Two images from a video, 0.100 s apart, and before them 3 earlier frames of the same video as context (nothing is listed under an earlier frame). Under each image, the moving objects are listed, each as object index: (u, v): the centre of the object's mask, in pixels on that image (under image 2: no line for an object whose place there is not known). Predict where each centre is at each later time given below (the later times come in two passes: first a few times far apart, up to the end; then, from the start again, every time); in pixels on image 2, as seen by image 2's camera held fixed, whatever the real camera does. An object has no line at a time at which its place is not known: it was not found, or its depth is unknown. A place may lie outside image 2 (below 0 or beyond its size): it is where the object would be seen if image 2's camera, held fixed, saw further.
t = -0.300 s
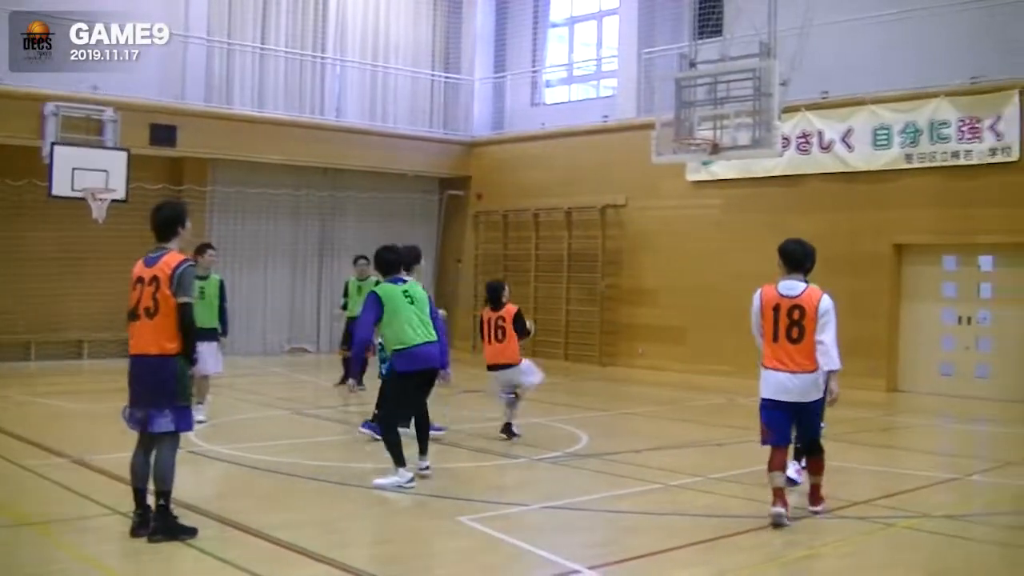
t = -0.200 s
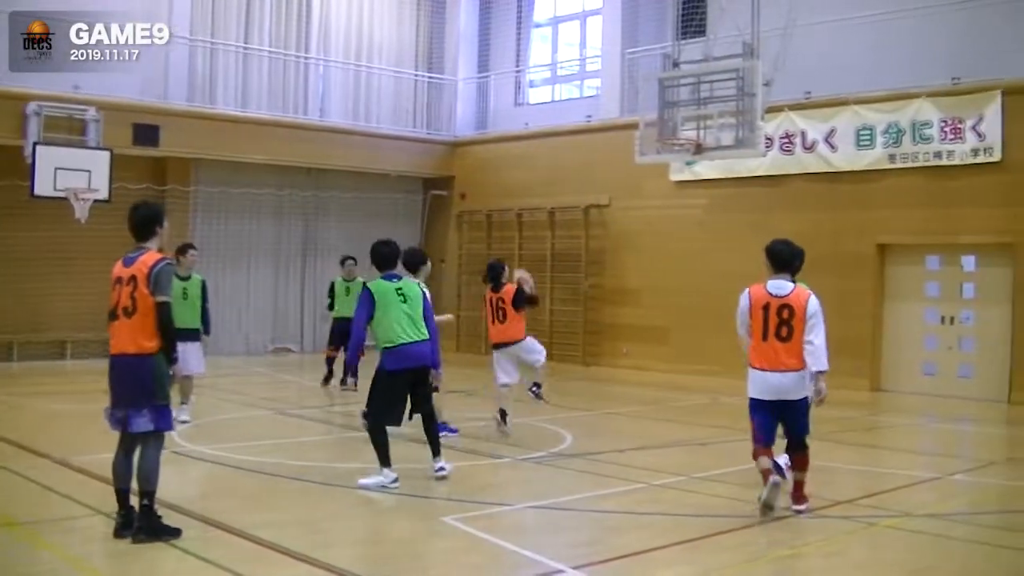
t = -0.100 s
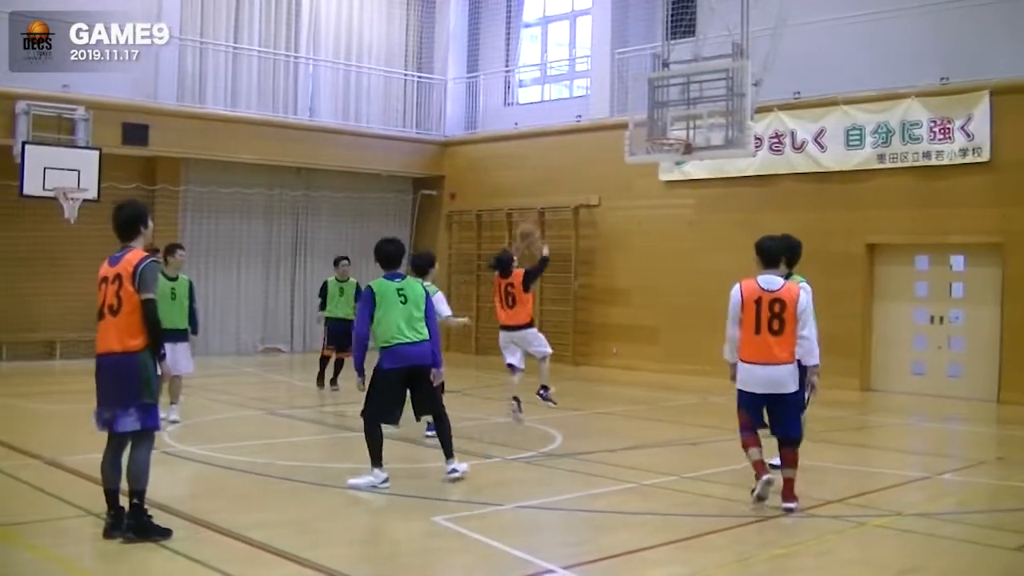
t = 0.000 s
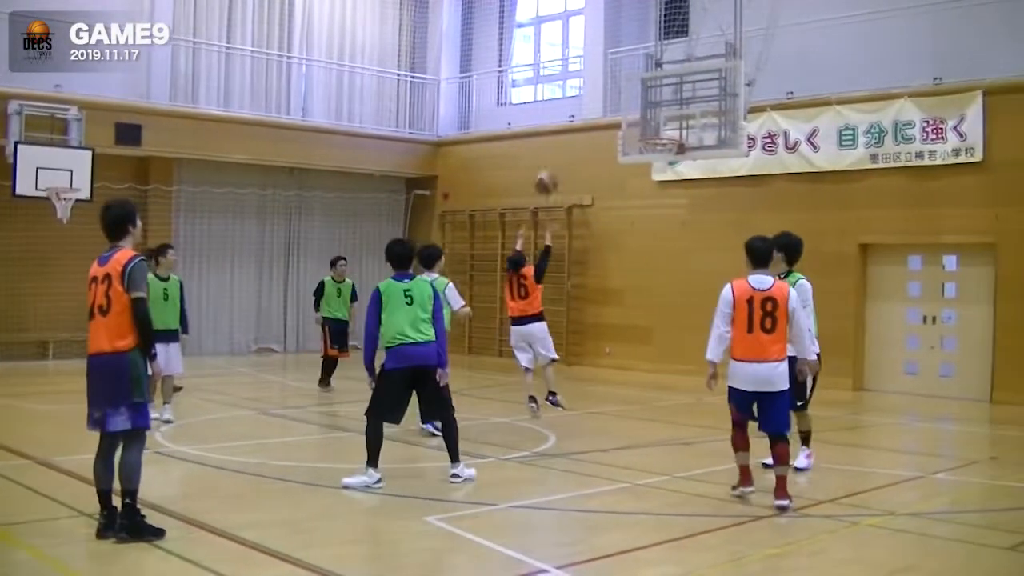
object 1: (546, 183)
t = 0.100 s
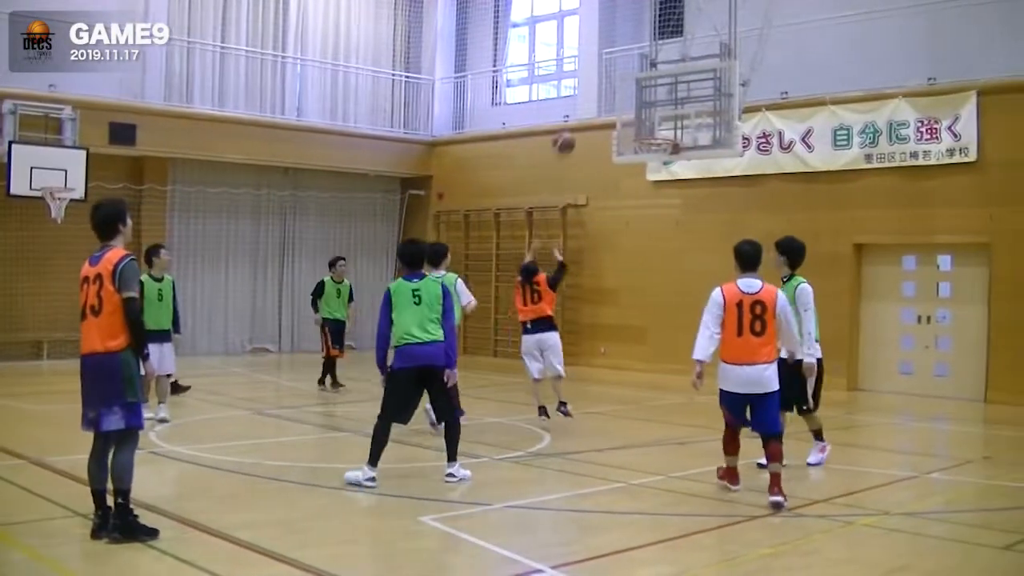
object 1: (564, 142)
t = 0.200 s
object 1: (585, 117)
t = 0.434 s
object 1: (630, 92)
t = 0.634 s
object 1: (664, 110)
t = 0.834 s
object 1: (649, 139)
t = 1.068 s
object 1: (646, 155)
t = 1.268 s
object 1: (650, 162)
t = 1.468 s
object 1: (663, 185)
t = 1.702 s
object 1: (677, 261)
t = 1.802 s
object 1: (683, 308)
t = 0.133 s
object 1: (570, 133)
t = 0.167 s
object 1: (578, 124)
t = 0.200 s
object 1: (585, 117)
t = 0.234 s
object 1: (592, 109)
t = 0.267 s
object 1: (598, 103)
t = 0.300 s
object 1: (604, 100)
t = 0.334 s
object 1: (611, 95)
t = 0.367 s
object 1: (617, 93)
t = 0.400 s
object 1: (623, 92)
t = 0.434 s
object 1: (630, 92)
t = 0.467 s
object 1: (636, 92)
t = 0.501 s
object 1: (641, 94)
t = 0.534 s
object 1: (647, 96)
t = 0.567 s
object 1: (653, 100)
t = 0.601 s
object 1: (659, 104)
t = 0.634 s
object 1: (664, 110)
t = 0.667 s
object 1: (669, 114)
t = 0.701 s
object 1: (664, 120)
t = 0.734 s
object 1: (657, 126)
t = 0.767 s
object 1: (651, 129)
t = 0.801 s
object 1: (643, 137)
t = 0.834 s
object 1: (649, 139)
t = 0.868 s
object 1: (656, 143)
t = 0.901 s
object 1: (657, 147)
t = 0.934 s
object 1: (653, 148)
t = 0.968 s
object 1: (650, 152)
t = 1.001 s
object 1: (645, 157)
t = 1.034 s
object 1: (645, 157)
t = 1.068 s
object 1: (646, 155)
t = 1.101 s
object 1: (646, 155)
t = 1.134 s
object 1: (646, 156)
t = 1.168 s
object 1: (646, 157)
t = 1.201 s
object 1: (648, 160)
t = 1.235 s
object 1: (649, 160)
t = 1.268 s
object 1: (650, 162)
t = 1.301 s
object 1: (652, 164)
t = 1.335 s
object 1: (654, 167)
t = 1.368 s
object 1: (656, 169)
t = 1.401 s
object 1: (658, 172)
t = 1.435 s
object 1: (659, 177)
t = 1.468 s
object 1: (663, 185)
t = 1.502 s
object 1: (664, 194)
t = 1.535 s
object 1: (667, 202)
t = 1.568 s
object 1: (669, 213)
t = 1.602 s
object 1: (672, 223)
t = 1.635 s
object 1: (674, 234)
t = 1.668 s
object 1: (675, 247)
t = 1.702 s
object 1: (677, 261)
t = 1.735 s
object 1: (679, 276)
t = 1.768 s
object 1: (681, 291)
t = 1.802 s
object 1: (683, 308)
